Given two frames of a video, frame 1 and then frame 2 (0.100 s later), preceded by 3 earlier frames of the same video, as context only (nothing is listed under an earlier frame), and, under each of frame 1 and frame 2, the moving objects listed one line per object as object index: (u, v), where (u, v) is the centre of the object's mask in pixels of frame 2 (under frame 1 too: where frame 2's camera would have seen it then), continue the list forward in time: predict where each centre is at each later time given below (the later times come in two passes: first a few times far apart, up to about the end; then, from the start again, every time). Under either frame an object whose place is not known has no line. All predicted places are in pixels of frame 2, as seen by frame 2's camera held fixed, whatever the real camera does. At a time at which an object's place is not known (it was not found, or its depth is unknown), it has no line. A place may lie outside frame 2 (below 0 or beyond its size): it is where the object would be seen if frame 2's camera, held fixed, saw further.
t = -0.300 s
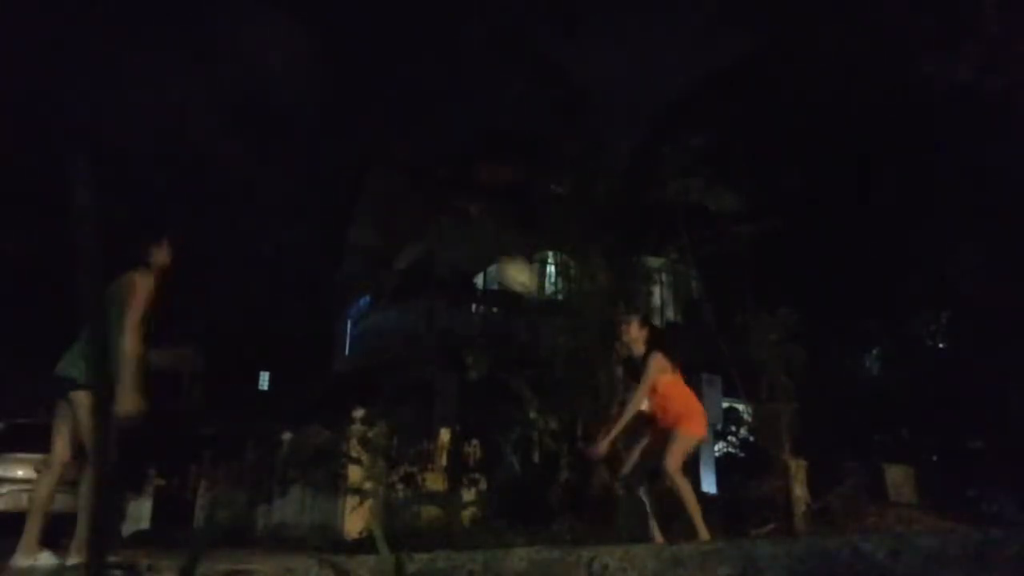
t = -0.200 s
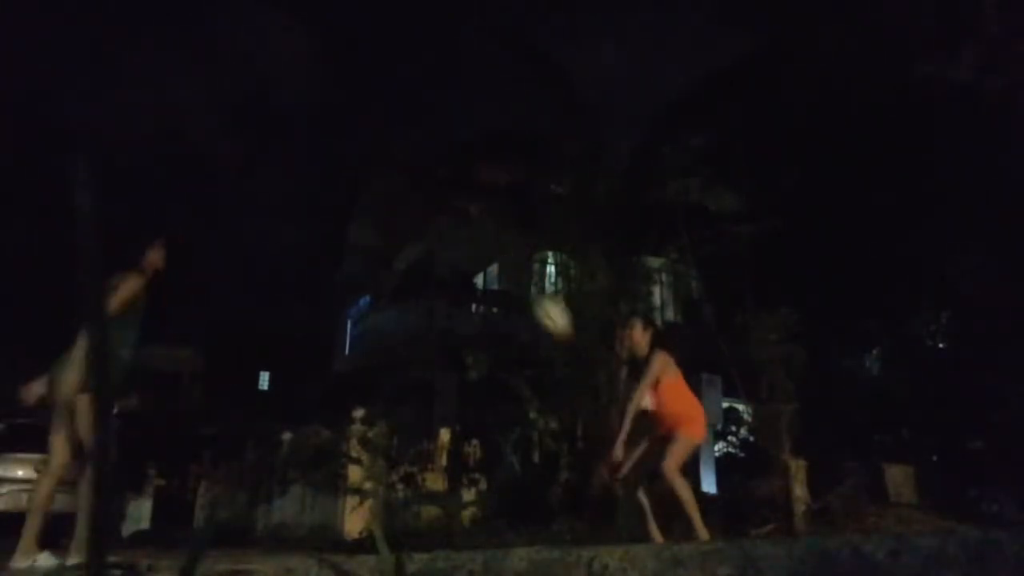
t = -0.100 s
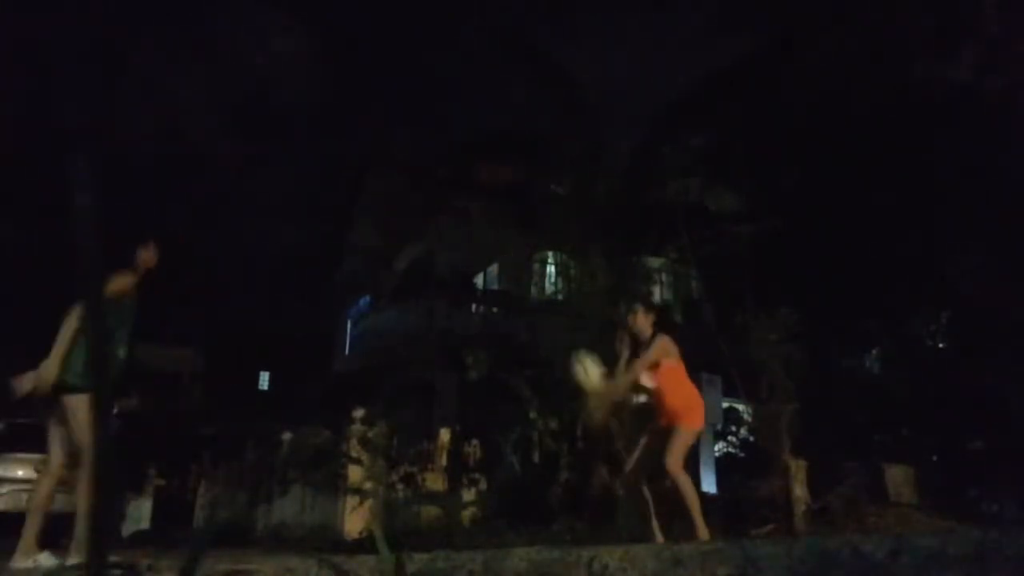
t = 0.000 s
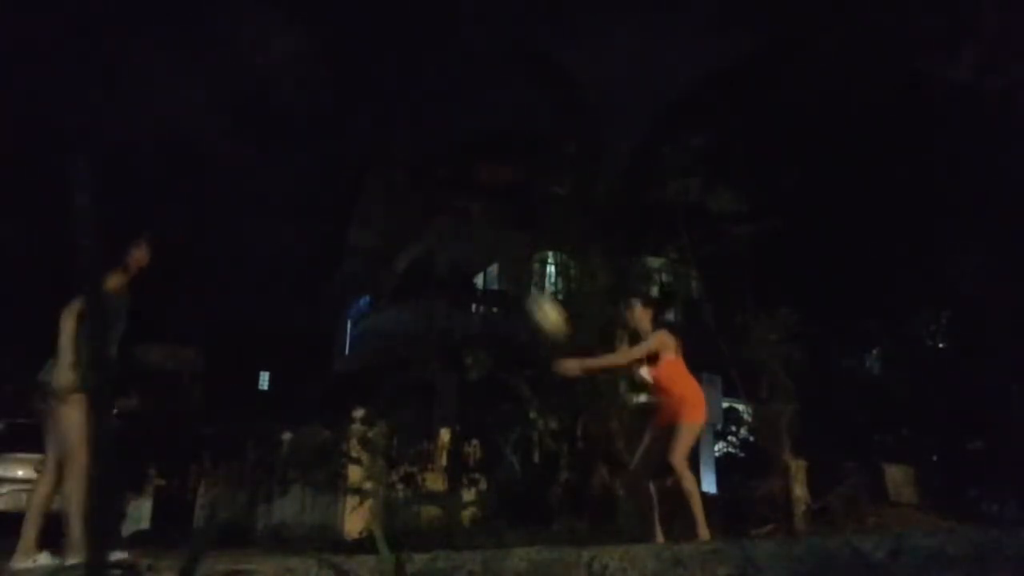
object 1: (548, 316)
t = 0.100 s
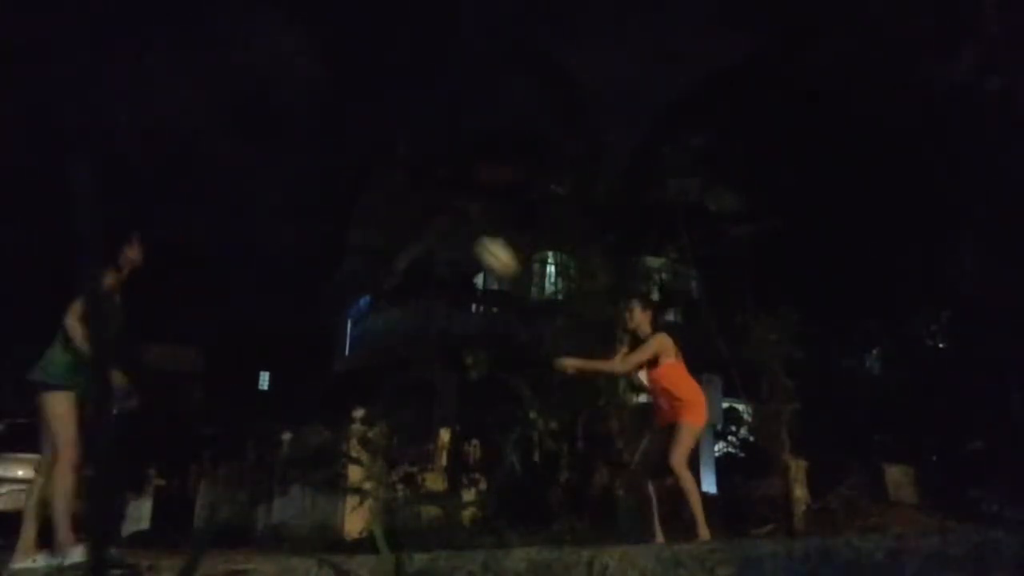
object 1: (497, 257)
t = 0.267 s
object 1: (413, 198)
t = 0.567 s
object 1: (244, 208)
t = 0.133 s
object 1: (481, 242)
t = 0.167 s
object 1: (464, 228)
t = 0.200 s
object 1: (447, 217)
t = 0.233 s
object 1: (431, 207)
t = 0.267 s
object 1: (413, 198)
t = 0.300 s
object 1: (396, 192)
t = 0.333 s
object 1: (379, 187)
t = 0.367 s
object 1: (361, 185)
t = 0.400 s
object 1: (342, 184)
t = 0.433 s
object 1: (324, 185)
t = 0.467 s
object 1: (304, 187)
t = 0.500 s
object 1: (284, 191)
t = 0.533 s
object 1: (264, 199)
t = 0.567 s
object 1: (244, 208)
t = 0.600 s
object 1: (223, 218)
